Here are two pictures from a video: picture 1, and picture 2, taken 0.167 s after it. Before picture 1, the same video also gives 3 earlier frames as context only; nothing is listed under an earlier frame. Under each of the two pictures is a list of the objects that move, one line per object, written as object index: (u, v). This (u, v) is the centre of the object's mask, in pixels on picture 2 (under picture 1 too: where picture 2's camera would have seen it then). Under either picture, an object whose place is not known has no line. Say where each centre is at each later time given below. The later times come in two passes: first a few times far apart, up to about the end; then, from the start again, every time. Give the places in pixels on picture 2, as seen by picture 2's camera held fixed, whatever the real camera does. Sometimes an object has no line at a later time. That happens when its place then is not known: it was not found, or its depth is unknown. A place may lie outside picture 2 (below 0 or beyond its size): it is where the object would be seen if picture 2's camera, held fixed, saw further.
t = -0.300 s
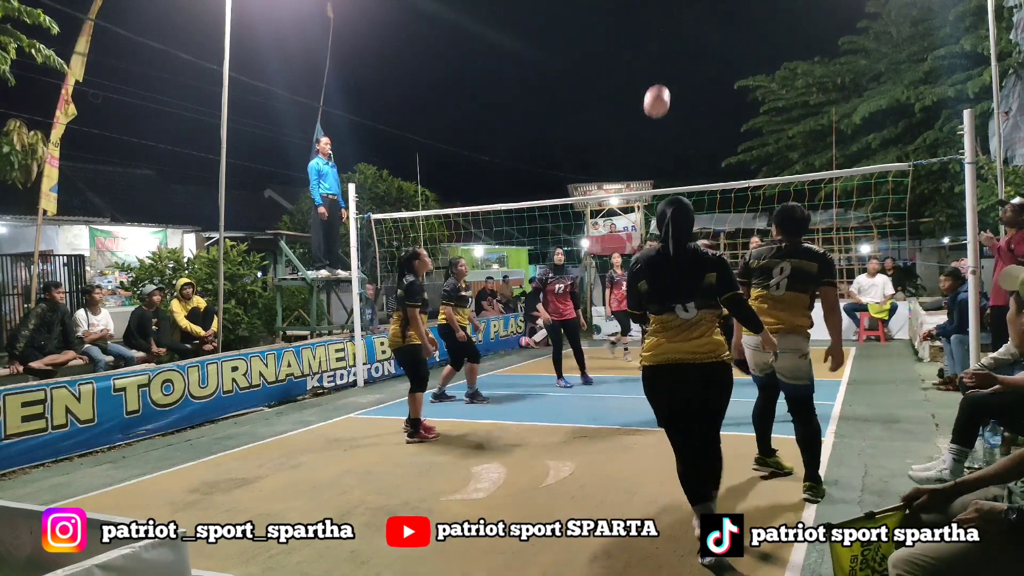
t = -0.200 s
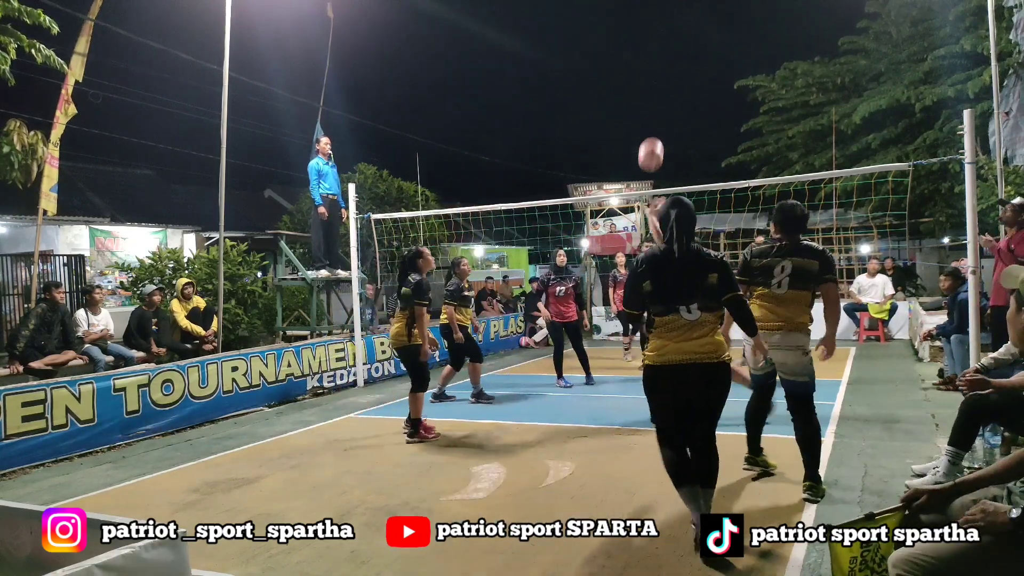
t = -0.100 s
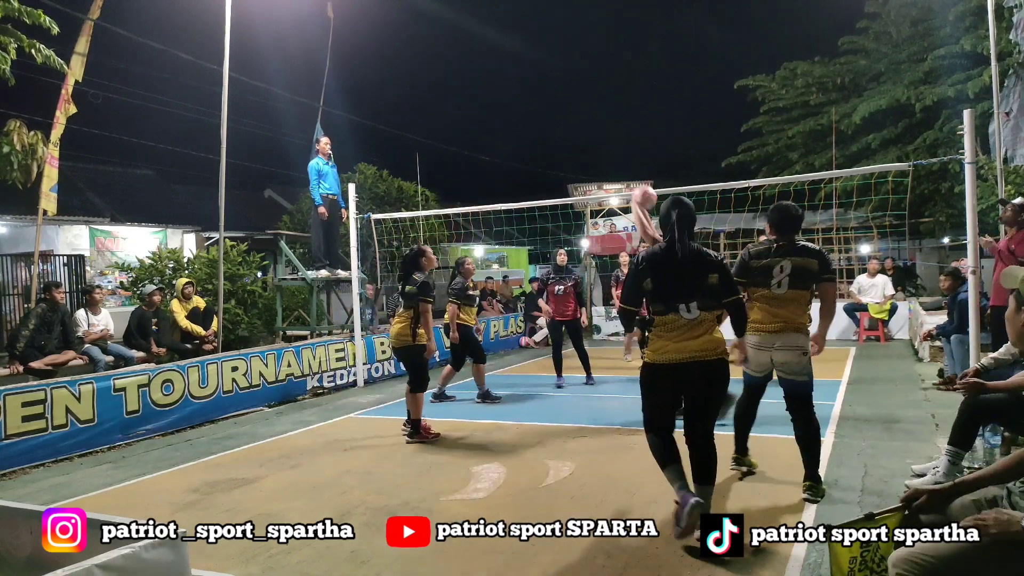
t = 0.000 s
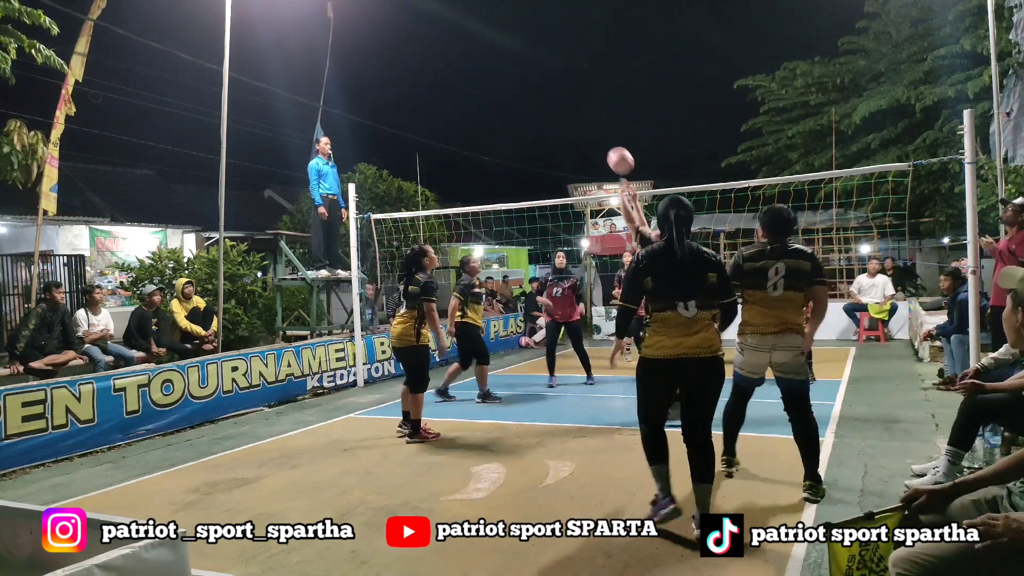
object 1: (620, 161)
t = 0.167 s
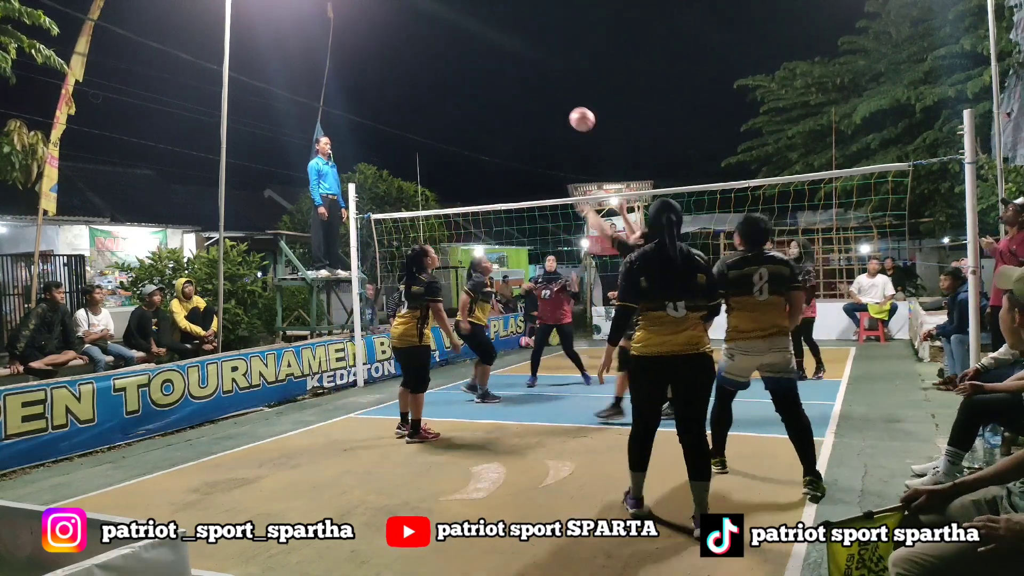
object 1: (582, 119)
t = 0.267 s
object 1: (561, 110)
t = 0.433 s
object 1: (531, 118)
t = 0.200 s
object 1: (575, 115)
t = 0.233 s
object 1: (568, 112)
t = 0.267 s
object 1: (561, 110)
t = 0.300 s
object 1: (555, 110)
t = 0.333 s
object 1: (549, 110)
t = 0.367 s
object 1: (543, 112)
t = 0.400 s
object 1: (537, 115)
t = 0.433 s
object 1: (531, 118)
